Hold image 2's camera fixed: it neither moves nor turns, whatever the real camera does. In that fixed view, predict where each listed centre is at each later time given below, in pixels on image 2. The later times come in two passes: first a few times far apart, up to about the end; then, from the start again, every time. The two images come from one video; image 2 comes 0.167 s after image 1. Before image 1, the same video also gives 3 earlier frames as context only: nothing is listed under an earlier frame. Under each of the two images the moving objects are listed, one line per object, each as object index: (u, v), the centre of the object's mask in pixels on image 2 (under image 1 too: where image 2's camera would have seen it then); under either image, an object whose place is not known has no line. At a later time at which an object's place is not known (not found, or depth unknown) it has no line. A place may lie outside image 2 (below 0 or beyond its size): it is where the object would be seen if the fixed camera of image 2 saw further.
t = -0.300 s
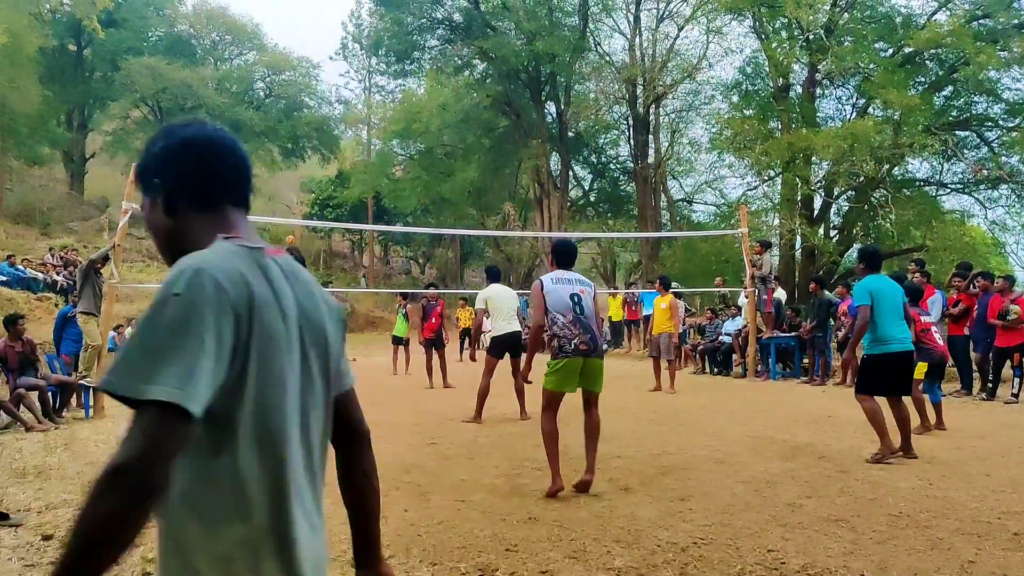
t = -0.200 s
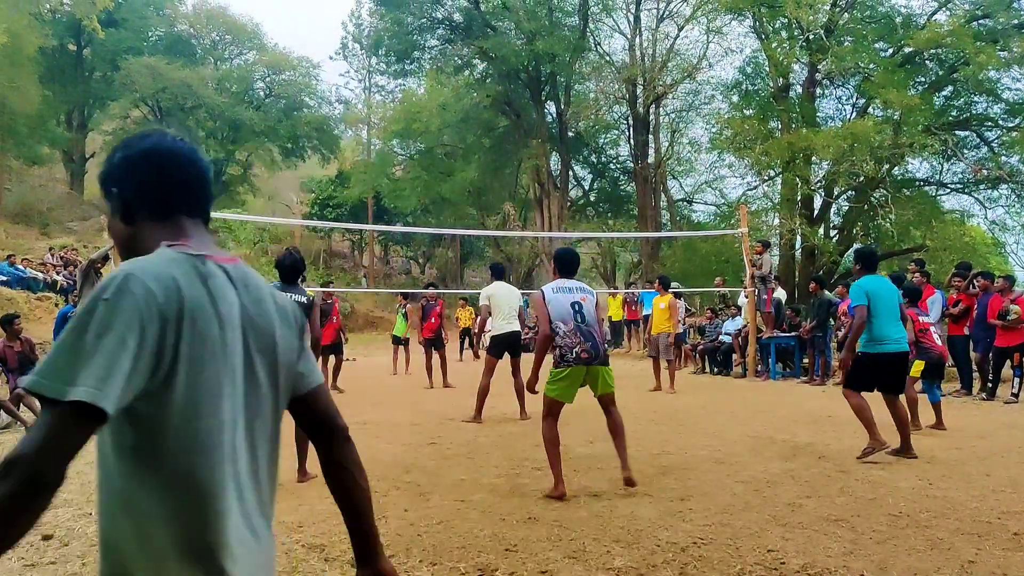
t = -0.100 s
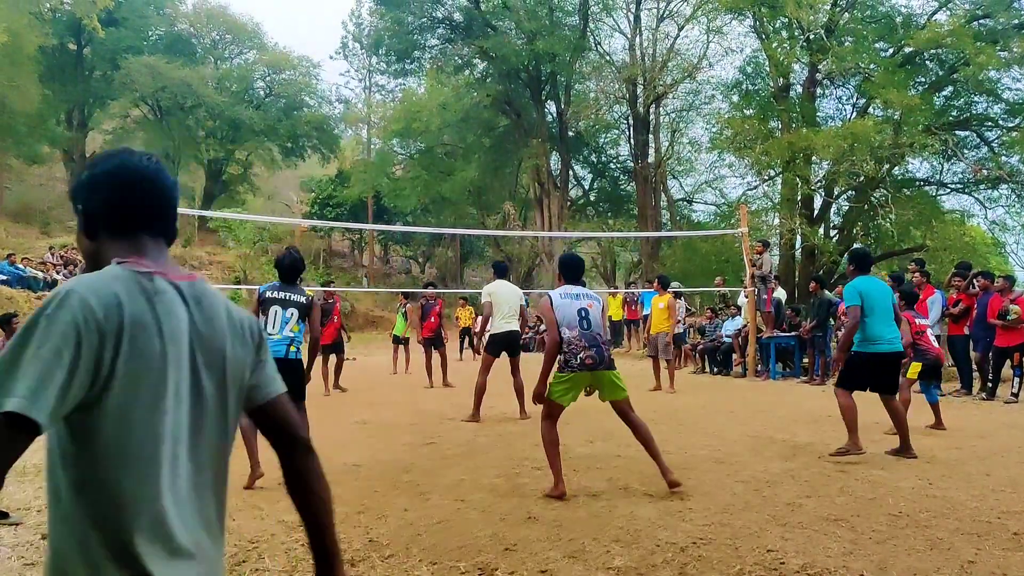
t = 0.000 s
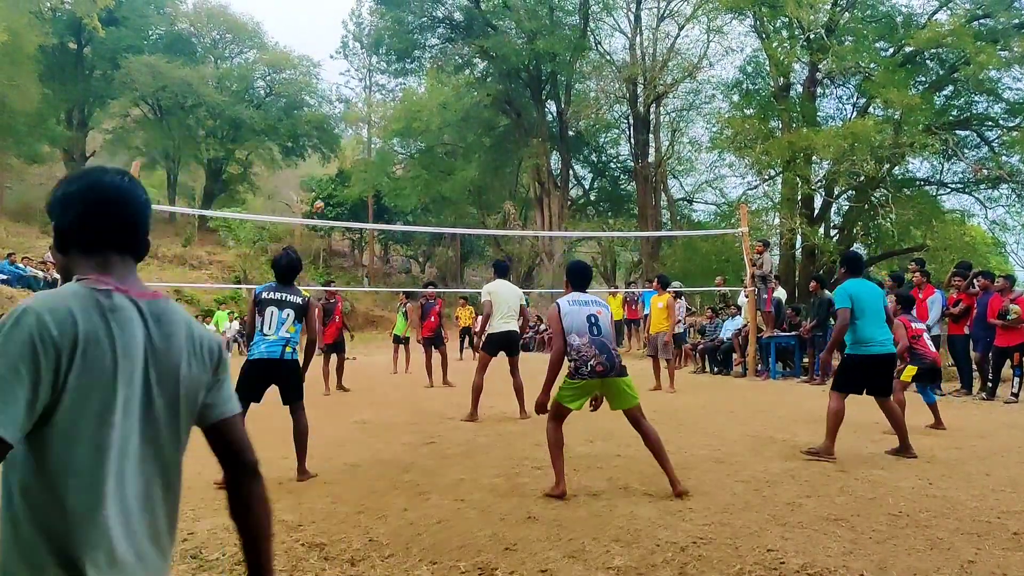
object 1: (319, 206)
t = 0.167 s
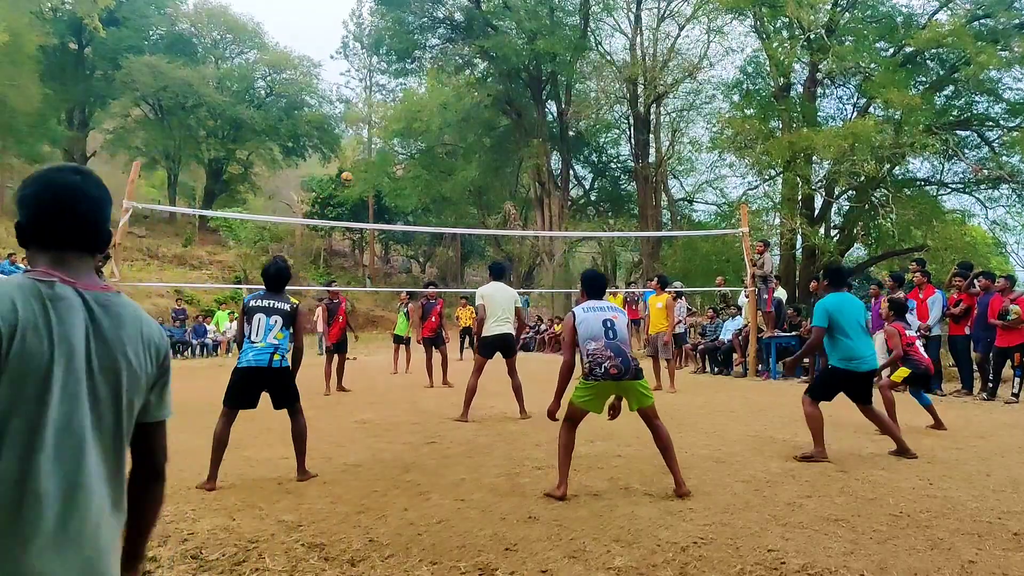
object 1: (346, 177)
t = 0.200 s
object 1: (352, 173)
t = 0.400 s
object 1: (394, 155)
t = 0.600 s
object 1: (446, 165)
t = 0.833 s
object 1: (527, 220)
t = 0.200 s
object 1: (352, 173)
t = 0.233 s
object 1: (359, 168)
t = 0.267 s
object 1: (365, 165)
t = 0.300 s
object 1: (371, 162)
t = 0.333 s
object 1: (378, 159)
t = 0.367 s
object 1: (386, 157)
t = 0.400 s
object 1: (394, 155)
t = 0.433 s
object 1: (401, 157)
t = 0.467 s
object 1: (410, 156)
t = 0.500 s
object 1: (418, 158)
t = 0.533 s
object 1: (426, 158)
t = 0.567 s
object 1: (436, 161)
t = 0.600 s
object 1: (446, 165)
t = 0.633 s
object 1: (456, 169)
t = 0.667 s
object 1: (466, 174)
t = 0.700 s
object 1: (478, 182)
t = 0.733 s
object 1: (489, 189)
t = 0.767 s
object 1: (501, 198)
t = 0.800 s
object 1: (514, 209)
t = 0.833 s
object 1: (527, 220)
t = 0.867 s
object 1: (541, 234)
